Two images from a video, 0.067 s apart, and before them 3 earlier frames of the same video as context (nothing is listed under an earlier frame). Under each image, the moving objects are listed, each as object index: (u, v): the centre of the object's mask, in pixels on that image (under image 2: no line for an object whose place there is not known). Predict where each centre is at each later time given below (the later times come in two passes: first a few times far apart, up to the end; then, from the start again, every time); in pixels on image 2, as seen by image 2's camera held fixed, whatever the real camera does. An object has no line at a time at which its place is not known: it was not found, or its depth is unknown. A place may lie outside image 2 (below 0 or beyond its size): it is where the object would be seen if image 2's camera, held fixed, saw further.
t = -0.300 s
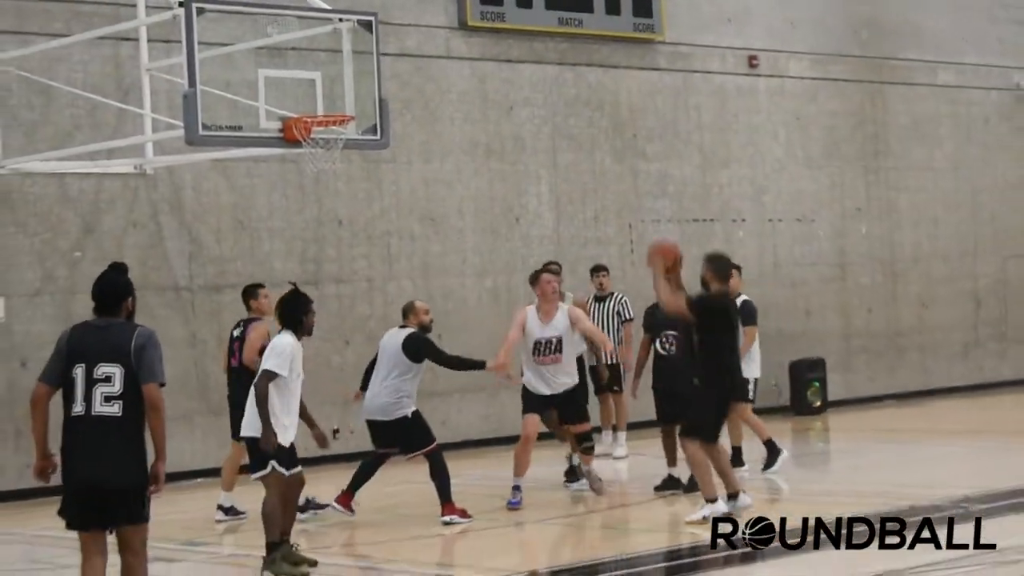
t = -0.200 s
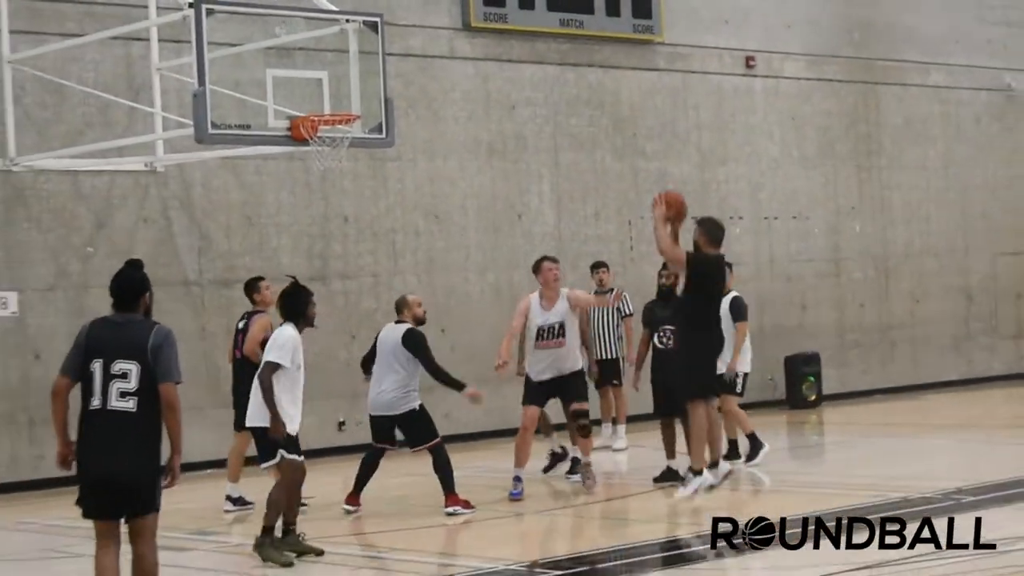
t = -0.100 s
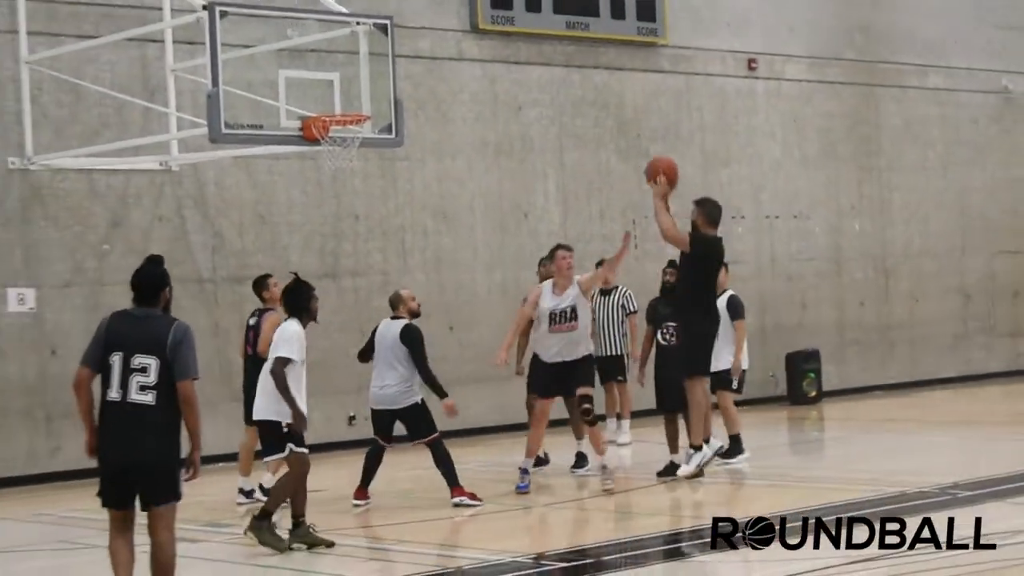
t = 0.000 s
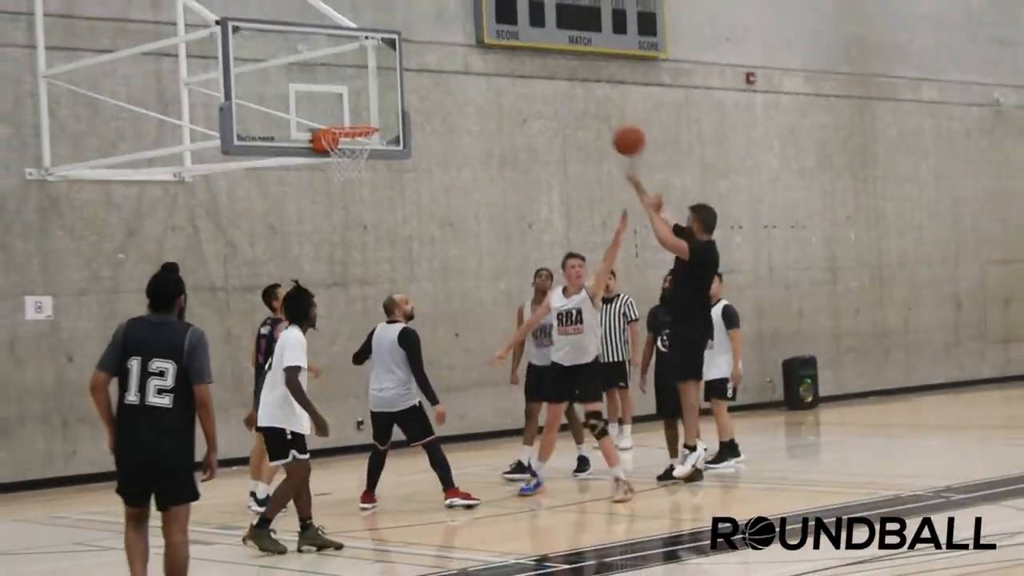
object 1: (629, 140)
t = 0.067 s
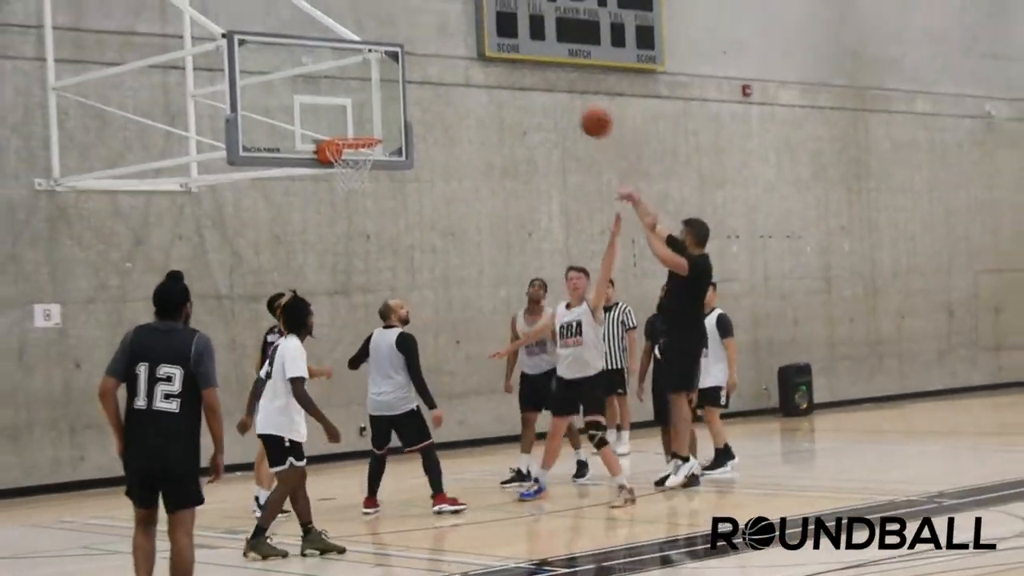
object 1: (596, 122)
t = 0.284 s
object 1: (502, 68)
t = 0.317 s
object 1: (488, 66)
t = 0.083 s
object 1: (588, 117)
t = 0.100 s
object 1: (580, 110)
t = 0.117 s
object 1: (573, 105)
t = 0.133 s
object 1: (565, 100)
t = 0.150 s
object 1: (558, 95)
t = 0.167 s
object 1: (551, 90)
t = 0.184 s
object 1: (543, 86)
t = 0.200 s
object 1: (537, 83)
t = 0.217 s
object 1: (529, 78)
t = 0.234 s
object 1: (522, 76)
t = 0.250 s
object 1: (515, 73)
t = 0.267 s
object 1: (509, 71)
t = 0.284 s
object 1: (502, 68)
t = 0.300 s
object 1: (495, 67)
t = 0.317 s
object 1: (488, 66)
